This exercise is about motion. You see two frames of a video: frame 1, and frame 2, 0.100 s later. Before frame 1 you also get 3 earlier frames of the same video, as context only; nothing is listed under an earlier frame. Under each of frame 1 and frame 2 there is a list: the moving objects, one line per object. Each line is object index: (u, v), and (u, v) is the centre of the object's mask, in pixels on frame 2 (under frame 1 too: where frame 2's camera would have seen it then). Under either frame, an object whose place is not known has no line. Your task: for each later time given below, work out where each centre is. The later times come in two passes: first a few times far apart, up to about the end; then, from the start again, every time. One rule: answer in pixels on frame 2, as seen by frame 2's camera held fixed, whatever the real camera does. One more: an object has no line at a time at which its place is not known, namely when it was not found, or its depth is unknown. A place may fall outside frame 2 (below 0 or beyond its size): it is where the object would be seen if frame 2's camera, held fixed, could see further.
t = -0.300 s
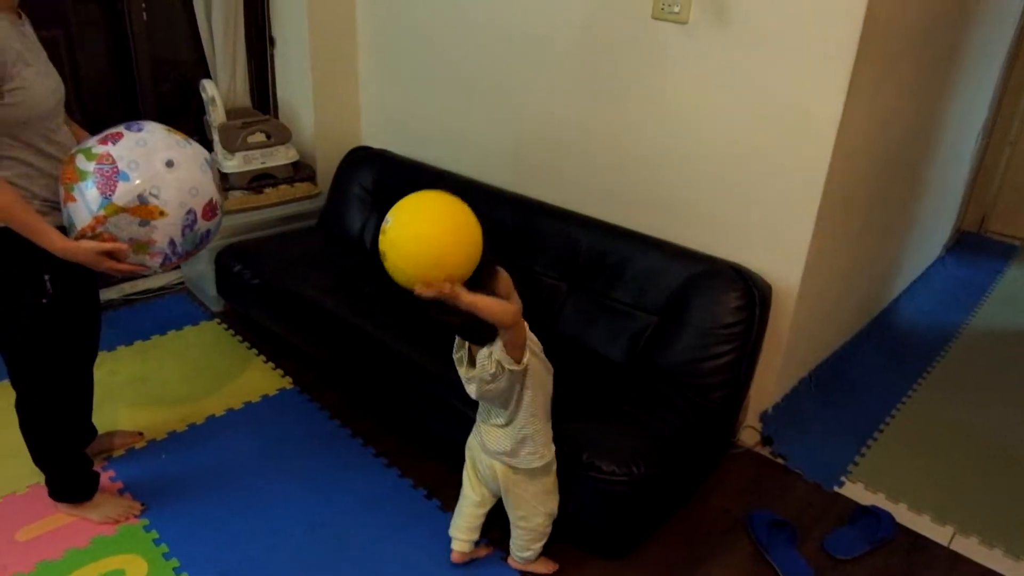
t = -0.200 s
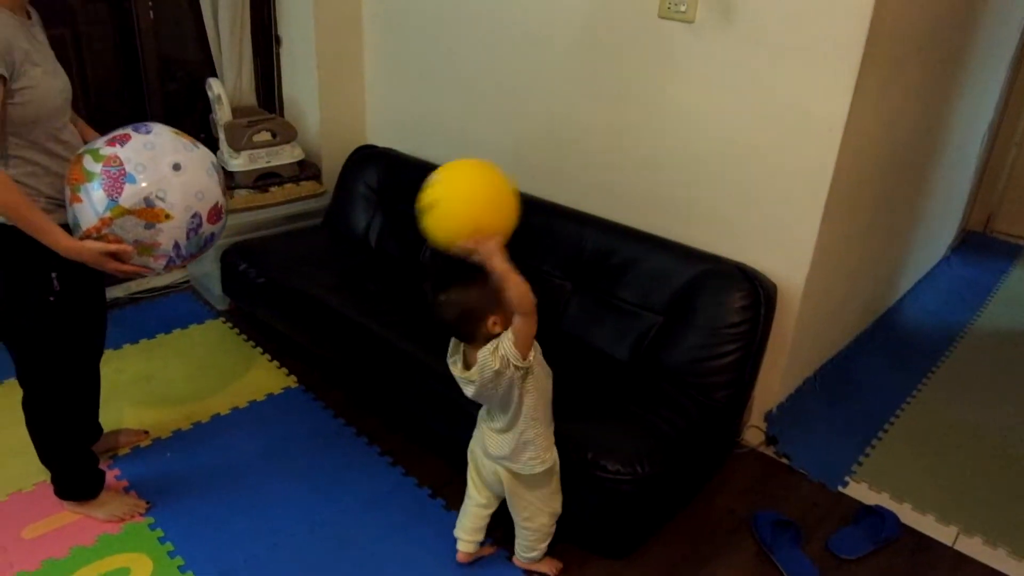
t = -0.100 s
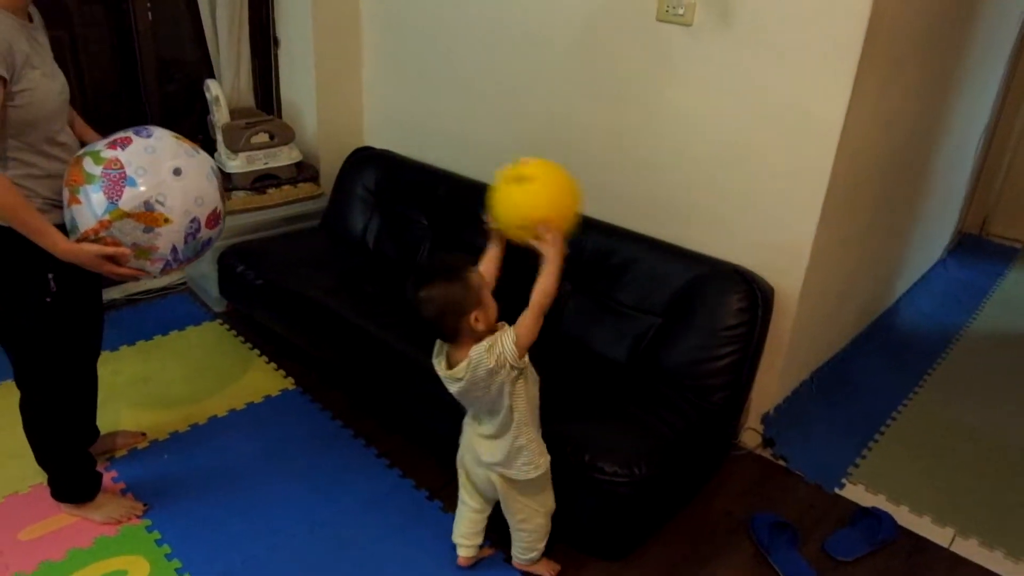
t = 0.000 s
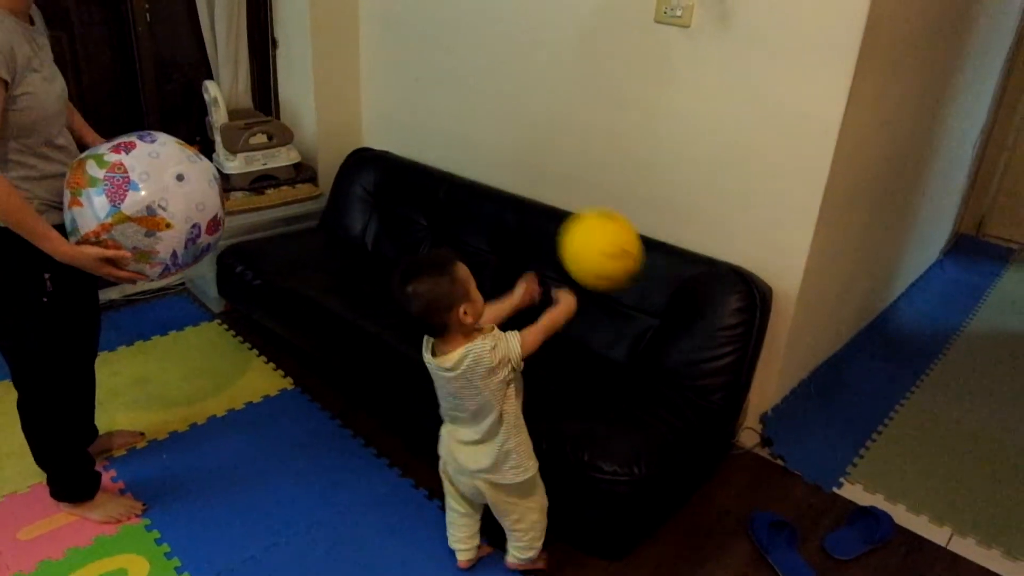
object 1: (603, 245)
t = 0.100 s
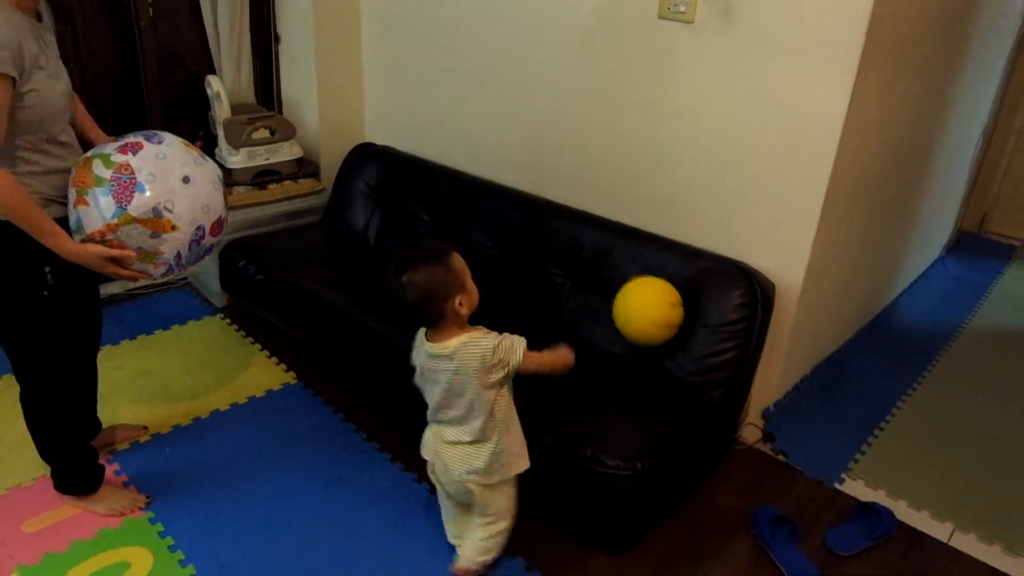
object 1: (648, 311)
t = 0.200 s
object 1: (603, 320)
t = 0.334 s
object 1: (532, 369)
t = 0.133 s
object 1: (635, 312)
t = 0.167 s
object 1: (619, 314)
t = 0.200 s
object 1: (603, 320)
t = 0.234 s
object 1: (585, 329)
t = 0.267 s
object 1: (566, 342)
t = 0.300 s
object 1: (547, 359)
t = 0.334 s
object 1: (532, 369)
